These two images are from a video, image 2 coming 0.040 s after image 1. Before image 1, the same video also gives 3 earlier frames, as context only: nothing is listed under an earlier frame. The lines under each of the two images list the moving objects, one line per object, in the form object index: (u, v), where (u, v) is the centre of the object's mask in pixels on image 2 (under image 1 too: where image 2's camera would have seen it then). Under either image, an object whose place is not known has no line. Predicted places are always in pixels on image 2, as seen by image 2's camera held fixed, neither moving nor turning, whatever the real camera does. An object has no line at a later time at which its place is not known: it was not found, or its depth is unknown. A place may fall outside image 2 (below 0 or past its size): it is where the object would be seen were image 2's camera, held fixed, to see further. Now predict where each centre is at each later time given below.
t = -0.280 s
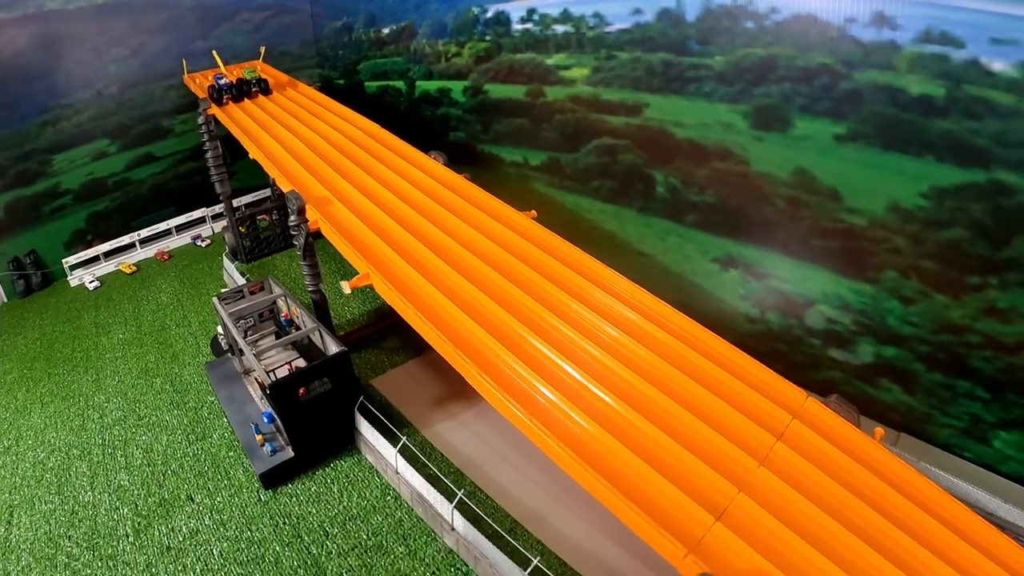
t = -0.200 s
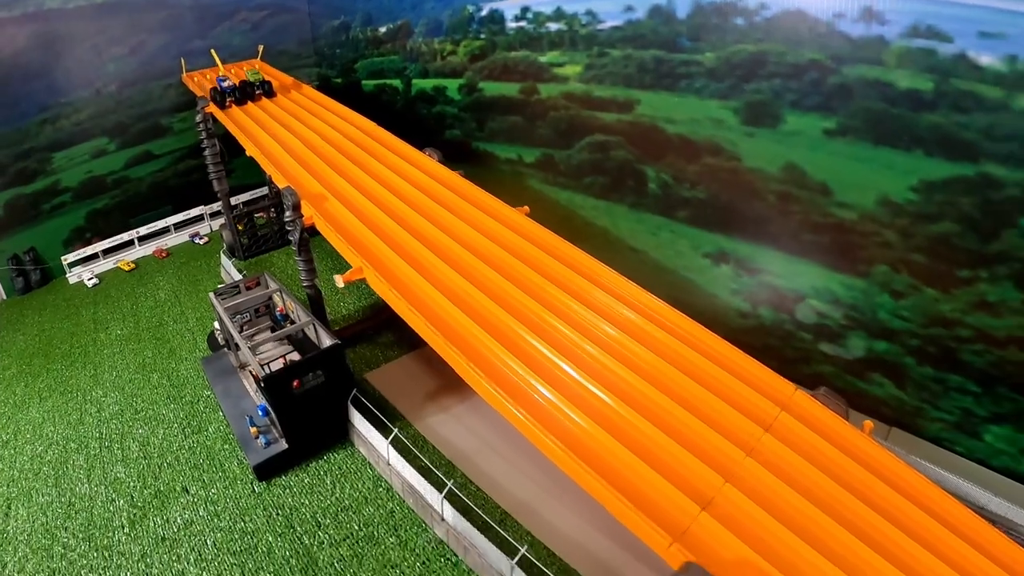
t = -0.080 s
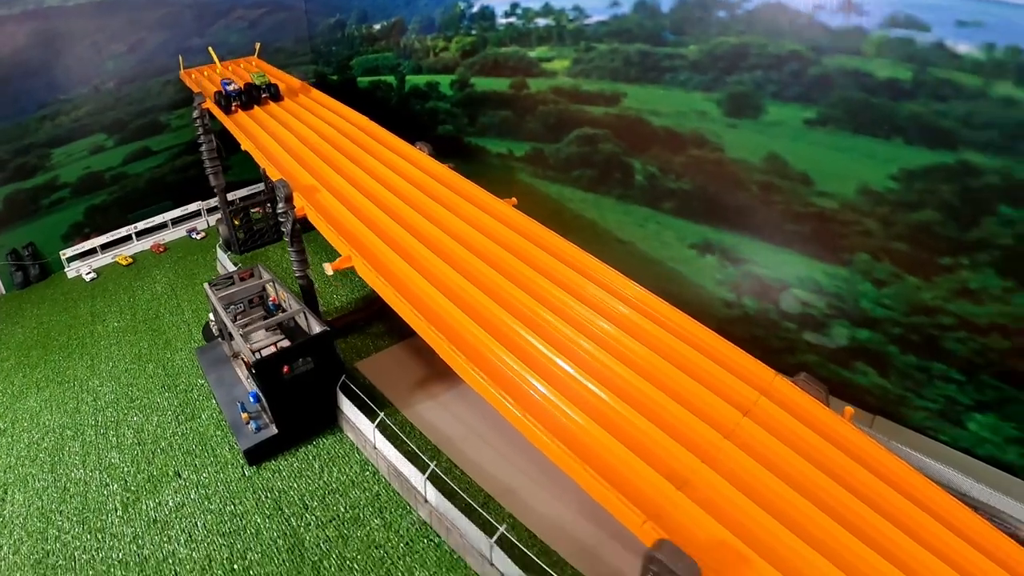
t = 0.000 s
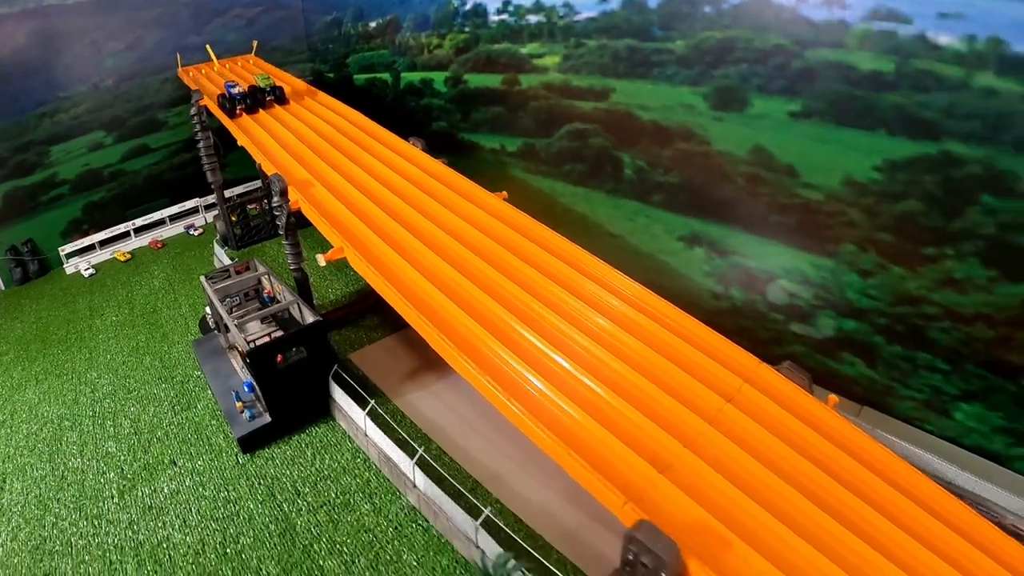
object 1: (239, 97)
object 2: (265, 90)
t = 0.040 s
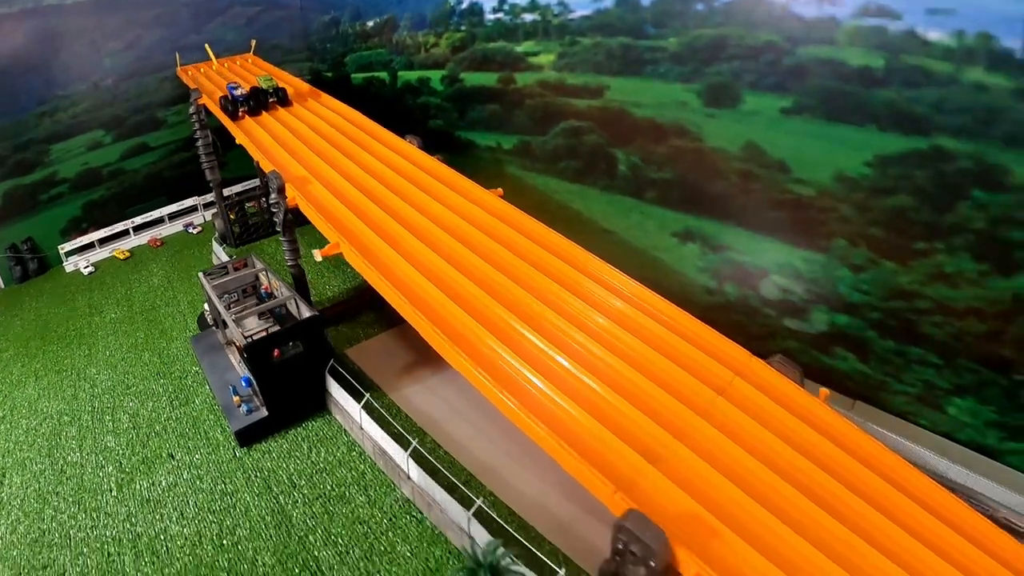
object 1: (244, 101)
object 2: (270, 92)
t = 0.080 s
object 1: (248, 104)
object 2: (274, 96)
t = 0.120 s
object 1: (253, 109)
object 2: (281, 99)
